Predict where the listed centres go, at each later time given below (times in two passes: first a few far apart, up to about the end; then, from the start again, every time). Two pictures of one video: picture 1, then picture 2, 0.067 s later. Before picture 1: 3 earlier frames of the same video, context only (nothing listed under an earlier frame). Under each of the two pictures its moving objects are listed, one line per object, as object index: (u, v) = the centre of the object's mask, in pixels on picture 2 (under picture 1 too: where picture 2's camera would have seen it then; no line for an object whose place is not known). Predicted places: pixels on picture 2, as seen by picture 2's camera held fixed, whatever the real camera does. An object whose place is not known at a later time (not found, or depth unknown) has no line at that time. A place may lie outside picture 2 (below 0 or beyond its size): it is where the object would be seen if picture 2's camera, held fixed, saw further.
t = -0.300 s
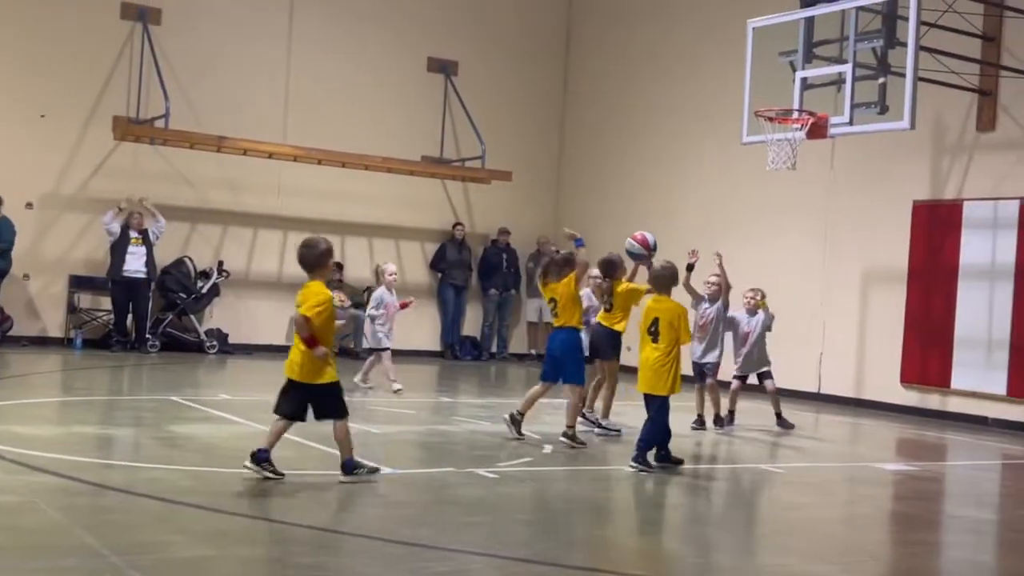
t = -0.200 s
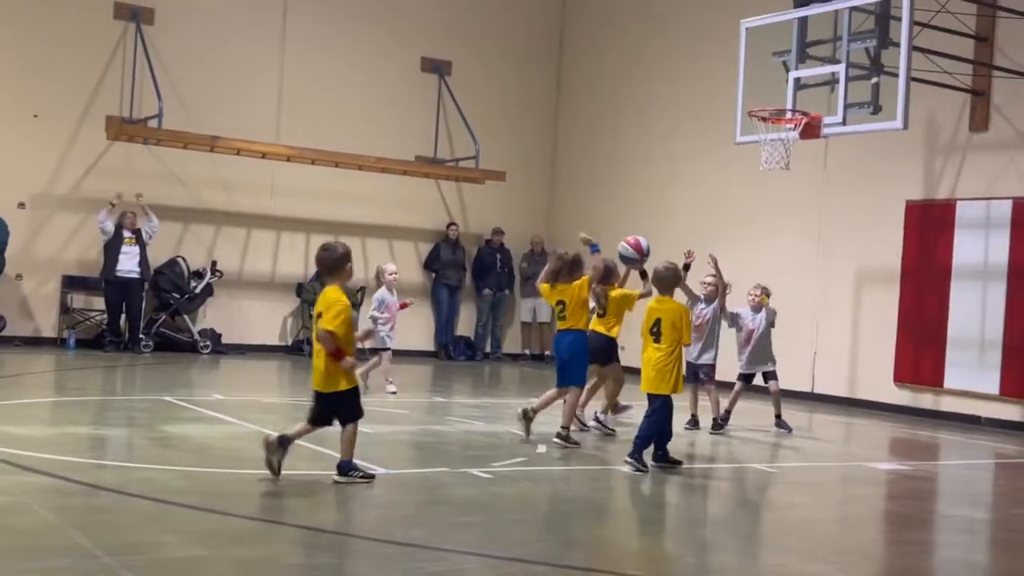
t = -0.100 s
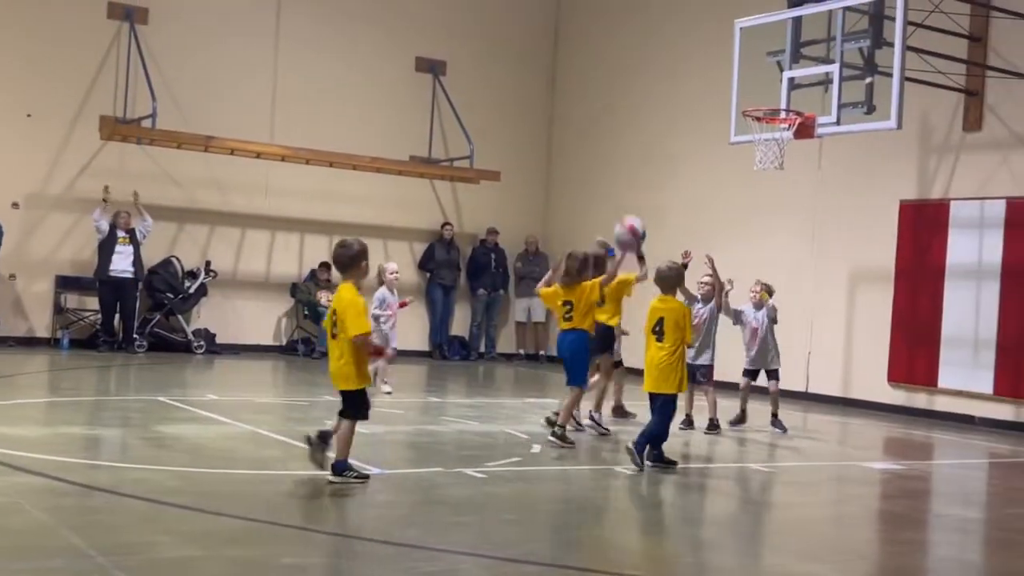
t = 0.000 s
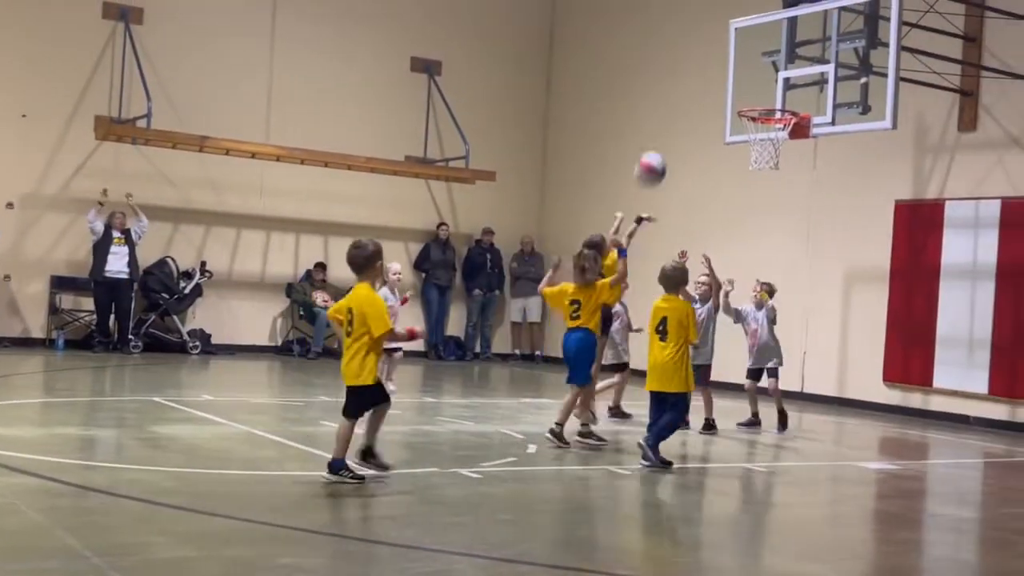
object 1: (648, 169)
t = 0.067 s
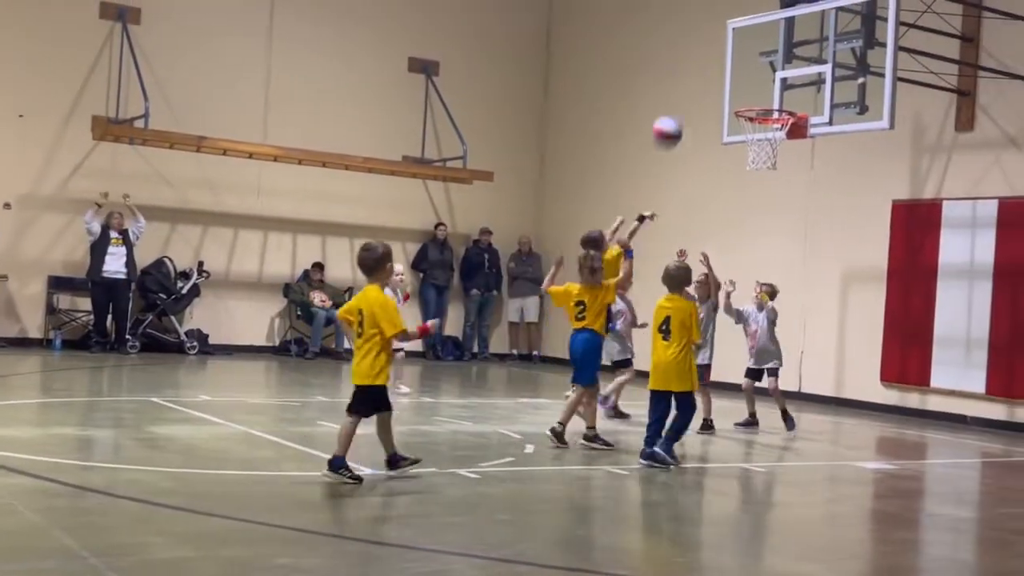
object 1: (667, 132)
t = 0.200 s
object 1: (701, 77)
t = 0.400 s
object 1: (745, 44)
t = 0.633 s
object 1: (790, 70)
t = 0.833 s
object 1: (769, 122)
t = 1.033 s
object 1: (745, 144)
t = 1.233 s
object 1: (742, 174)
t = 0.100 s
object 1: (676, 114)
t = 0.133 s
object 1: (684, 101)
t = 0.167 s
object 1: (693, 88)
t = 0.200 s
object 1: (701, 77)
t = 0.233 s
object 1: (709, 69)
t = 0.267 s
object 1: (716, 61)
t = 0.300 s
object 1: (724, 54)
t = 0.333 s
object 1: (731, 50)
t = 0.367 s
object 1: (739, 47)
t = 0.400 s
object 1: (745, 44)
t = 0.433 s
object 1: (752, 44)
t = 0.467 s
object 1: (759, 45)
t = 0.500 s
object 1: (766, 48)
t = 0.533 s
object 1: (771, 51)
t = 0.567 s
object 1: (777, 56)
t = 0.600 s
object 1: (783, 62)
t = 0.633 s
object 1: (790, 70)
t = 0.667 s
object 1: (794, 78)
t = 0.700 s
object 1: (800, 88)
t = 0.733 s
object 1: (793, 94)
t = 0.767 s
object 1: (786, 102)
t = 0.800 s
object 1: (782, 104)
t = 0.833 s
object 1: (769, 122)
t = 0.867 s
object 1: (763, 132)
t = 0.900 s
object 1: (758, 142)
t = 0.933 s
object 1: (754, 143)
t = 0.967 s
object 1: (750, 142)
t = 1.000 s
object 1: (747, 144)
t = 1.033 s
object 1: (745, 144)
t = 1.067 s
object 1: (745, 147)
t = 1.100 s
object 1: (743, 149)
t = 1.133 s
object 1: (743, 151)
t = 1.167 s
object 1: (742, 160)
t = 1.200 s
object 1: (742, 166)
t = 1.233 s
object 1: (742, 174)
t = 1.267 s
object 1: (742, 184)
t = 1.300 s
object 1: (742, 195)
